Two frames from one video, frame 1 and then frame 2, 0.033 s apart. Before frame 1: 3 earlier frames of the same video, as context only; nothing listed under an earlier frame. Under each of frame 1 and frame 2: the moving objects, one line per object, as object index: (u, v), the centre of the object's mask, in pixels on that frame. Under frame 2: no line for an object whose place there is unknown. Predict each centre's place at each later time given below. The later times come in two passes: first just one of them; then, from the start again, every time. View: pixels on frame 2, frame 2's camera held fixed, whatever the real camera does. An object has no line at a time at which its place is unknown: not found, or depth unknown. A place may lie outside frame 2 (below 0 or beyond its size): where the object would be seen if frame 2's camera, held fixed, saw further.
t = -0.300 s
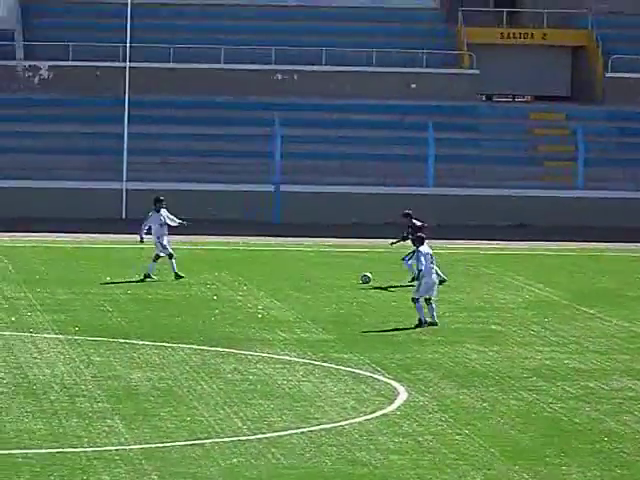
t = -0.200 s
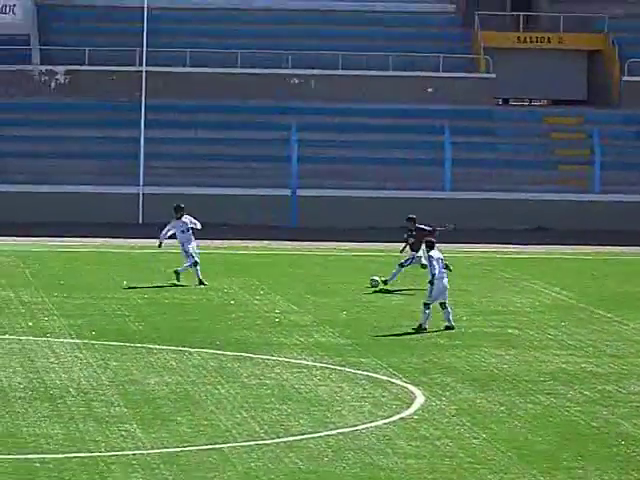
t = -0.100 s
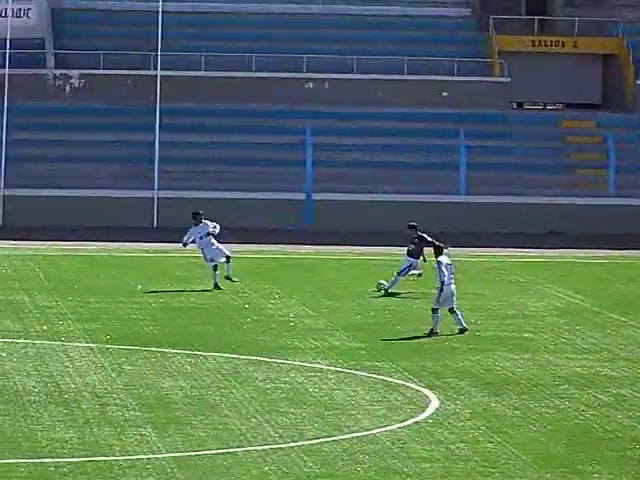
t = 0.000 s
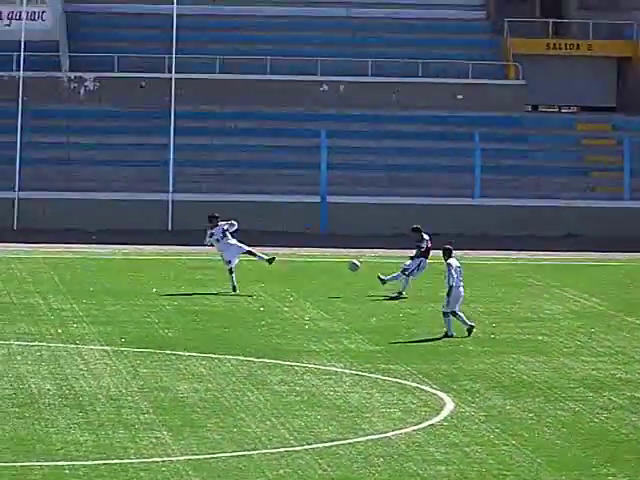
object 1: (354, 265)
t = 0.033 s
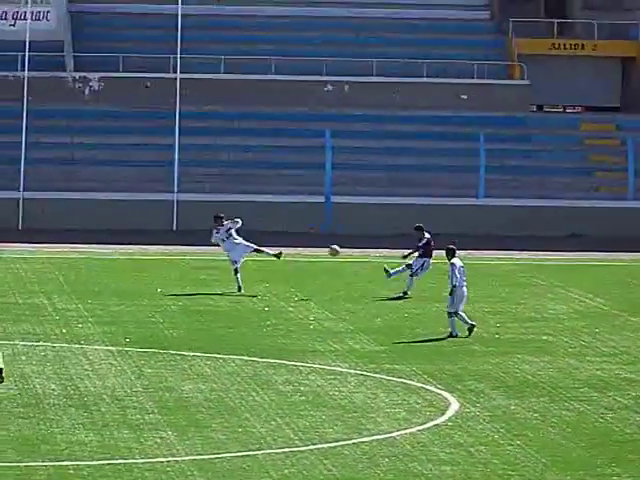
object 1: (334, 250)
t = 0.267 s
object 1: (164, 157)
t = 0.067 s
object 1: (310, 235)
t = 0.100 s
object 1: (286, 222)
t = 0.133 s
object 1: (261, 209)
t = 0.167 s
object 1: (238, 194)
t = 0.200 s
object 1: (214, 180)
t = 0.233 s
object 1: (189, 168)
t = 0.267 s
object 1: (164, 157)
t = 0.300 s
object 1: (140, 144)
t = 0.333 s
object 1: (115, 132)
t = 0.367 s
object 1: (90, 121)
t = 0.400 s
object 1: (66, 110)
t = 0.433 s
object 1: (42, 99)
